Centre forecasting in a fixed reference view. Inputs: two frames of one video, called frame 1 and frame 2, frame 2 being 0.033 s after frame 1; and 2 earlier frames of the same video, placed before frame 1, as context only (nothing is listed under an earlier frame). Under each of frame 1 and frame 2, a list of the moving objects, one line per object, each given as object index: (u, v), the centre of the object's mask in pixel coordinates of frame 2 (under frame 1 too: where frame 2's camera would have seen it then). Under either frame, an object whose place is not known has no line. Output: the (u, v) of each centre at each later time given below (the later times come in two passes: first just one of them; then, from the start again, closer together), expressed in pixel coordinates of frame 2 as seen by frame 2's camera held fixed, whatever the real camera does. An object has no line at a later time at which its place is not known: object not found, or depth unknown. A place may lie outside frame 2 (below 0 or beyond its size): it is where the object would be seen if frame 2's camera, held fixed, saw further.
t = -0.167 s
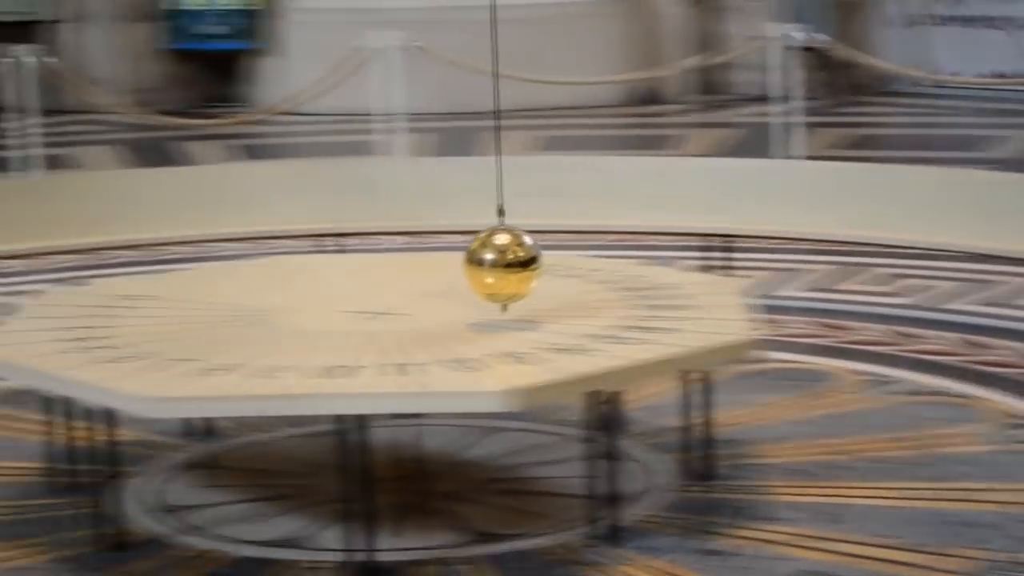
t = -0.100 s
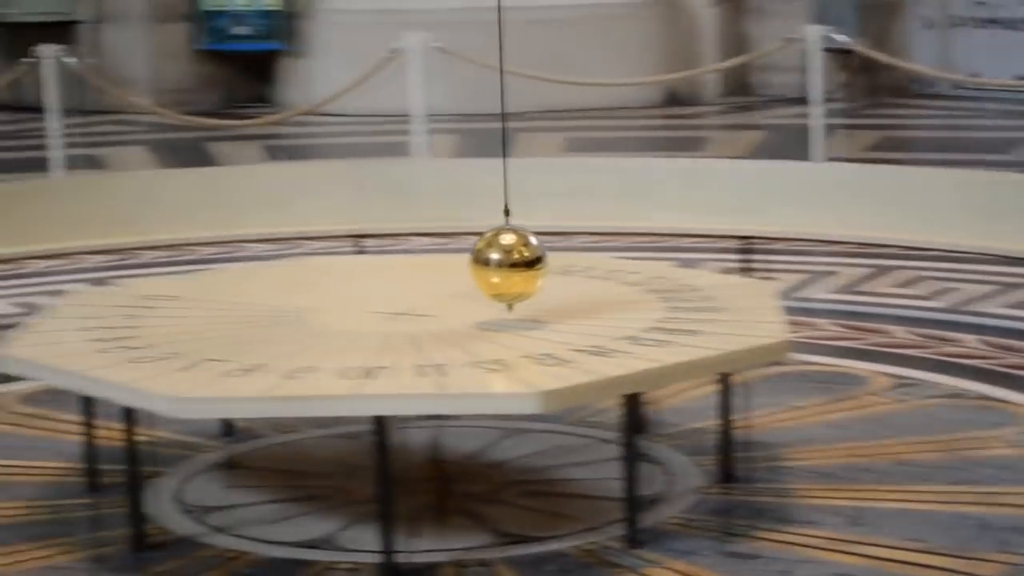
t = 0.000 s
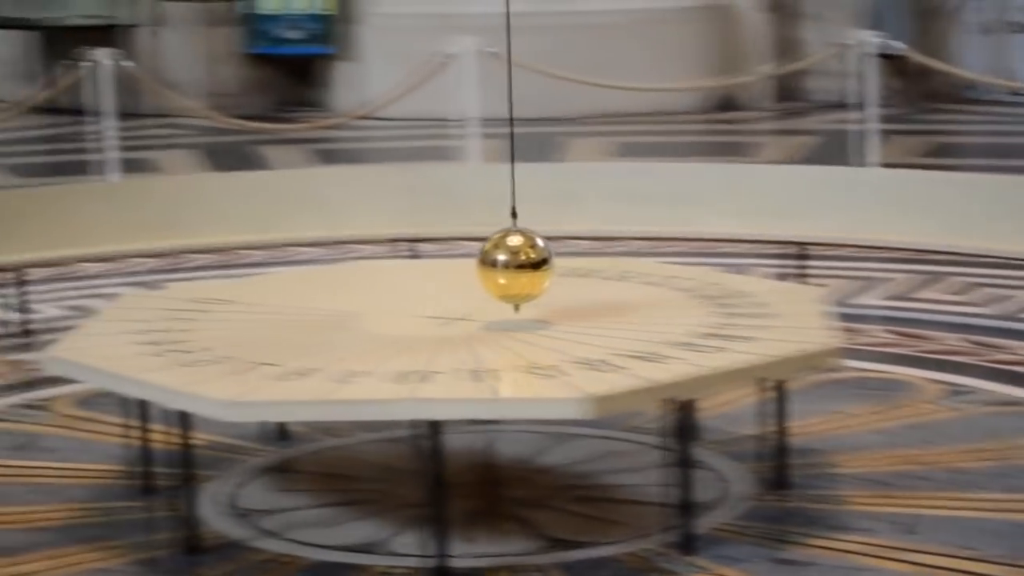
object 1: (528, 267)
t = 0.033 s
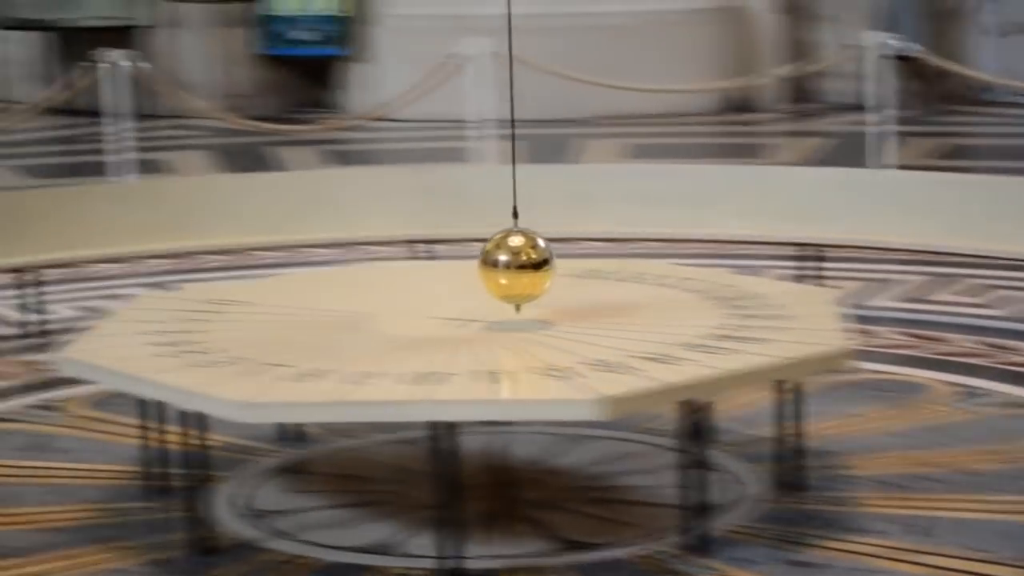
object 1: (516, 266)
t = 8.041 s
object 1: (436, 259)
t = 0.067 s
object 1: (508, 265)
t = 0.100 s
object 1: (494, 264)
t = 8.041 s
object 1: (436, 259)
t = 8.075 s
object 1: (451, 260)
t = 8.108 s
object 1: (467, 261)
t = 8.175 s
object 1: (485, 263)
